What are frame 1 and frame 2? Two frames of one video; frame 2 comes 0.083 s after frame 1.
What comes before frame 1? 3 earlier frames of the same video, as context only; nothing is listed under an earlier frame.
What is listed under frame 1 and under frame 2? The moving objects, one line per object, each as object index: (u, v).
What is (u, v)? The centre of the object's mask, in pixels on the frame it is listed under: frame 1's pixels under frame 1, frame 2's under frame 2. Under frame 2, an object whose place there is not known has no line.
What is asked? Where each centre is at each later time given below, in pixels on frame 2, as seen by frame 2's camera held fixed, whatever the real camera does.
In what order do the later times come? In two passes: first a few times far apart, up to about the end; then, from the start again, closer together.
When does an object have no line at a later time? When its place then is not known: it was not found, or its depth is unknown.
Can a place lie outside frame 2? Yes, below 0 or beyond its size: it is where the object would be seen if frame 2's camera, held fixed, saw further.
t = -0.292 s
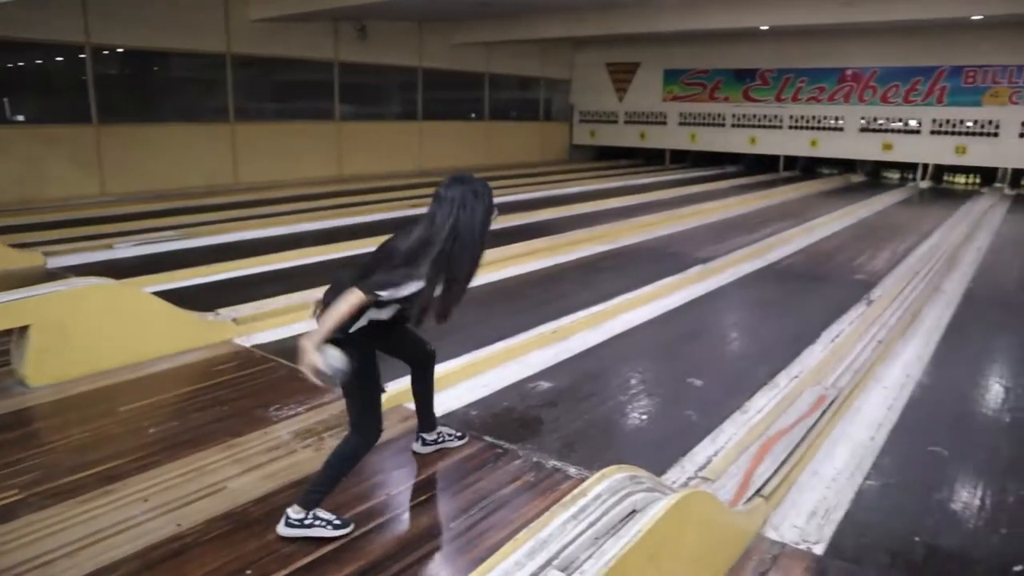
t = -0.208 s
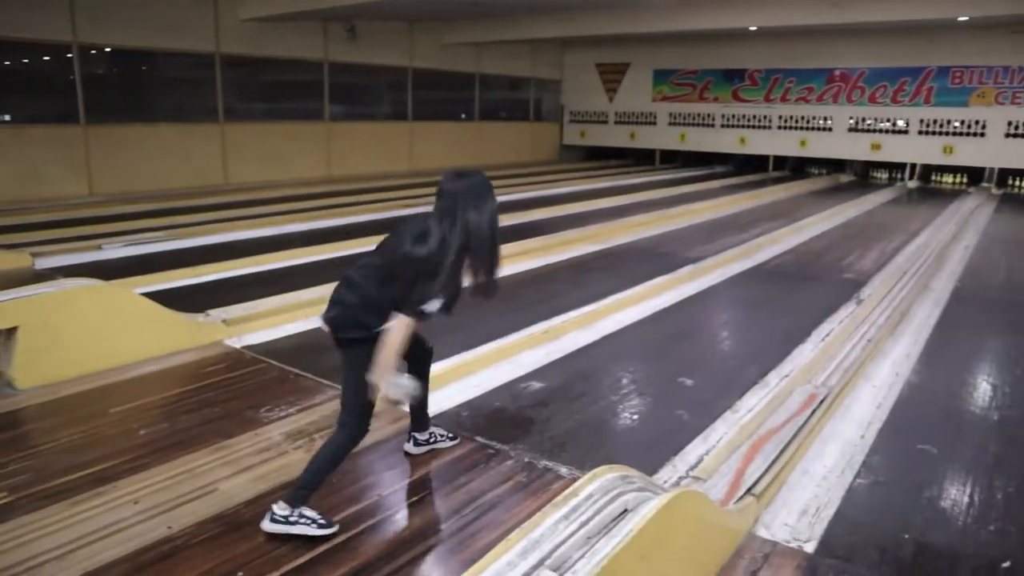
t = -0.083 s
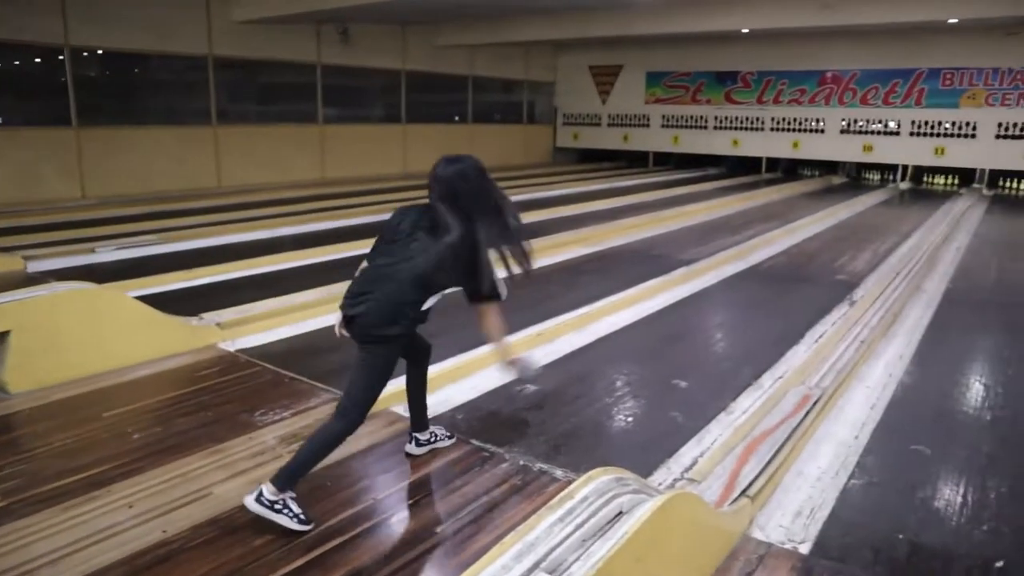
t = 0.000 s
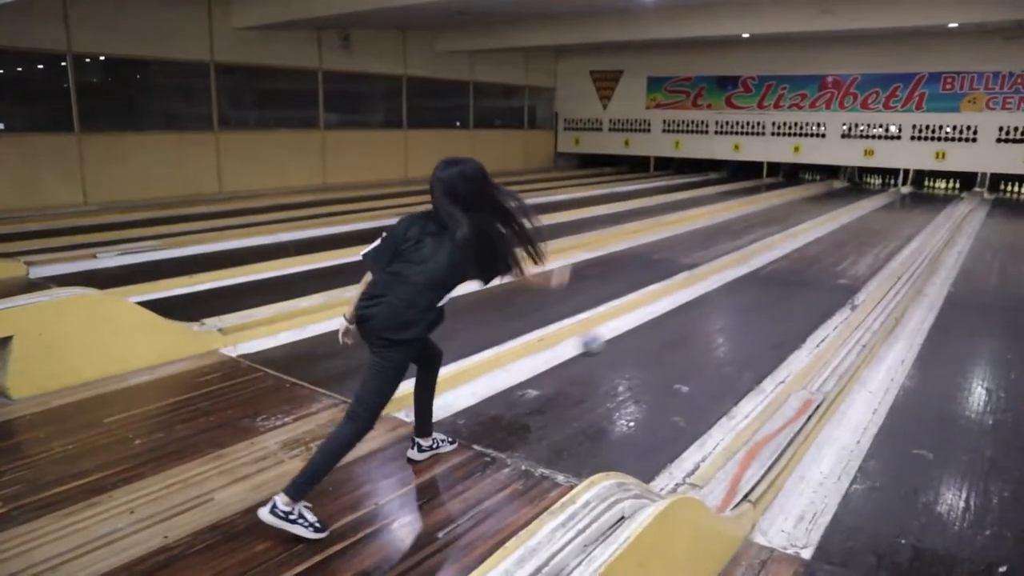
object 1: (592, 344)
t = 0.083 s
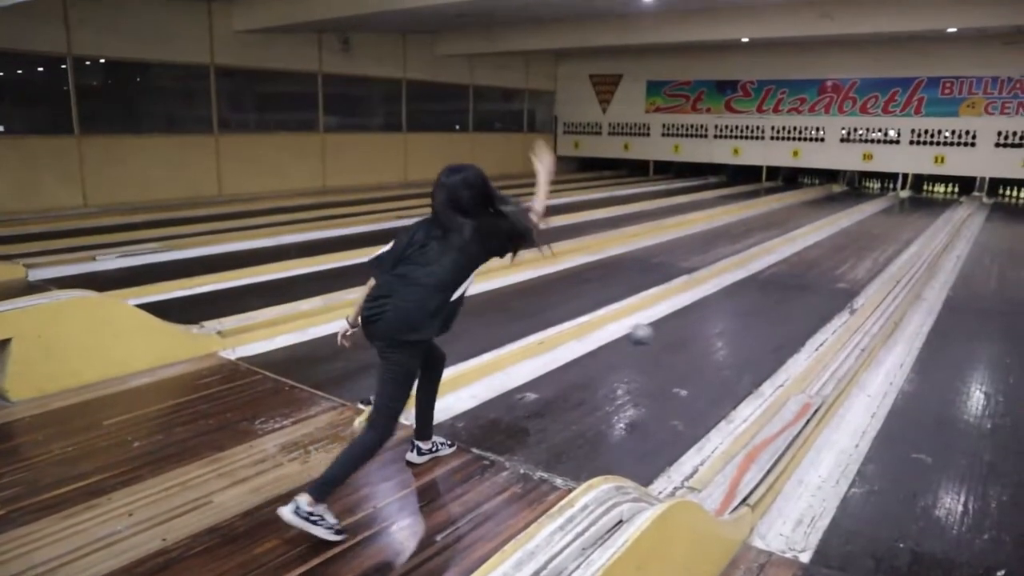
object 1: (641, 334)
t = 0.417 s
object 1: (758, 302)
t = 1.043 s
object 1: (856, 246)
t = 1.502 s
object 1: (890, 228)
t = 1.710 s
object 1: (902, 222)
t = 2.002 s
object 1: (918, 213)
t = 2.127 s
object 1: (922, 210)
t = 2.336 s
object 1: (932, 206)
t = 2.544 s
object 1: (942, 201)
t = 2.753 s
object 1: (945, 200)
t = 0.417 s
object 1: (758, 302)
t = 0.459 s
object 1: (768, 297)
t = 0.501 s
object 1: (777, 292)
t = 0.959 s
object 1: (847, 250)
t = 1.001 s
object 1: (852, 248)
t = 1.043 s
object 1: (856, 246)
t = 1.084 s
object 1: (859, 244)
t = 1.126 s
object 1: (863, 242)
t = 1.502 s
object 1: (890, 228)
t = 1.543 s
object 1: (893, 227)
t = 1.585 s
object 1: (896, 224)
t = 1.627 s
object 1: (898, 223)
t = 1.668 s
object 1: (900, 222)
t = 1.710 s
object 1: (902, 222)
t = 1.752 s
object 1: (904, 221)
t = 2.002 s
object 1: (918, 213)
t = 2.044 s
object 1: (920, 212)
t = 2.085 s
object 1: (922, 211)
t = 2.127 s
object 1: (922, 210)
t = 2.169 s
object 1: (924, 209)
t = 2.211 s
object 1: (926, 209)
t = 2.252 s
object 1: (928, 208)
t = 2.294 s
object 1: (930, 207)
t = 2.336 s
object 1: (932, 206)
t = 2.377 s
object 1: (934, 205)
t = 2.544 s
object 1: (942, 201)
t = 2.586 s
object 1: (942, 201)
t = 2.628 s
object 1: (944, 201)
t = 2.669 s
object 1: (944, 201)
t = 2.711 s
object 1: (945, 200)
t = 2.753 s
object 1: (945, 200)
